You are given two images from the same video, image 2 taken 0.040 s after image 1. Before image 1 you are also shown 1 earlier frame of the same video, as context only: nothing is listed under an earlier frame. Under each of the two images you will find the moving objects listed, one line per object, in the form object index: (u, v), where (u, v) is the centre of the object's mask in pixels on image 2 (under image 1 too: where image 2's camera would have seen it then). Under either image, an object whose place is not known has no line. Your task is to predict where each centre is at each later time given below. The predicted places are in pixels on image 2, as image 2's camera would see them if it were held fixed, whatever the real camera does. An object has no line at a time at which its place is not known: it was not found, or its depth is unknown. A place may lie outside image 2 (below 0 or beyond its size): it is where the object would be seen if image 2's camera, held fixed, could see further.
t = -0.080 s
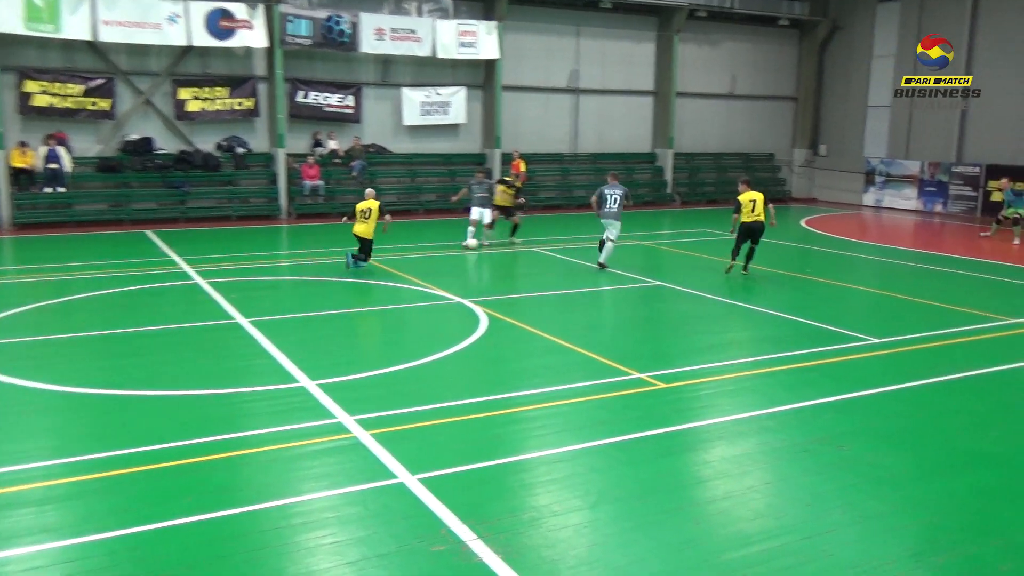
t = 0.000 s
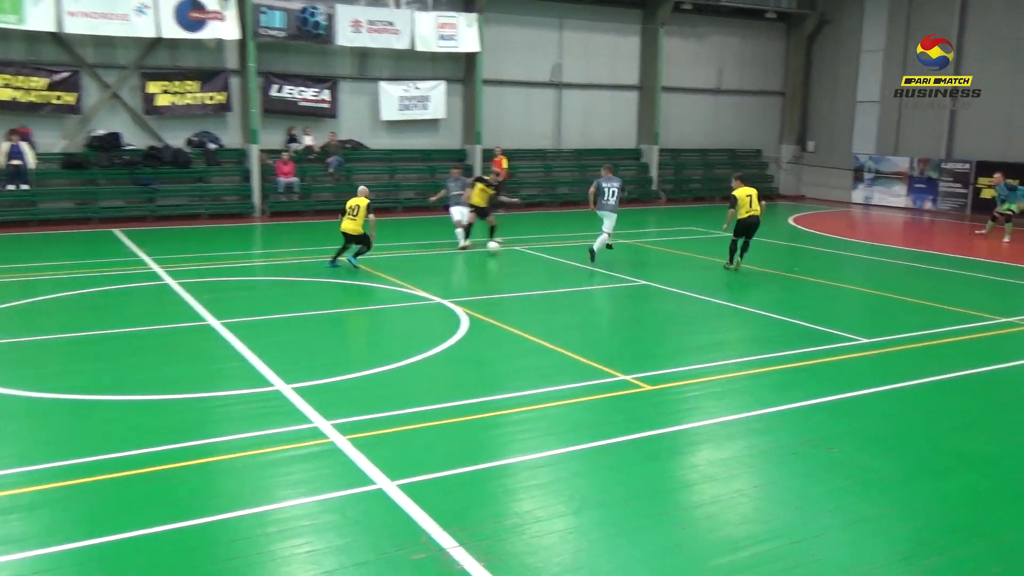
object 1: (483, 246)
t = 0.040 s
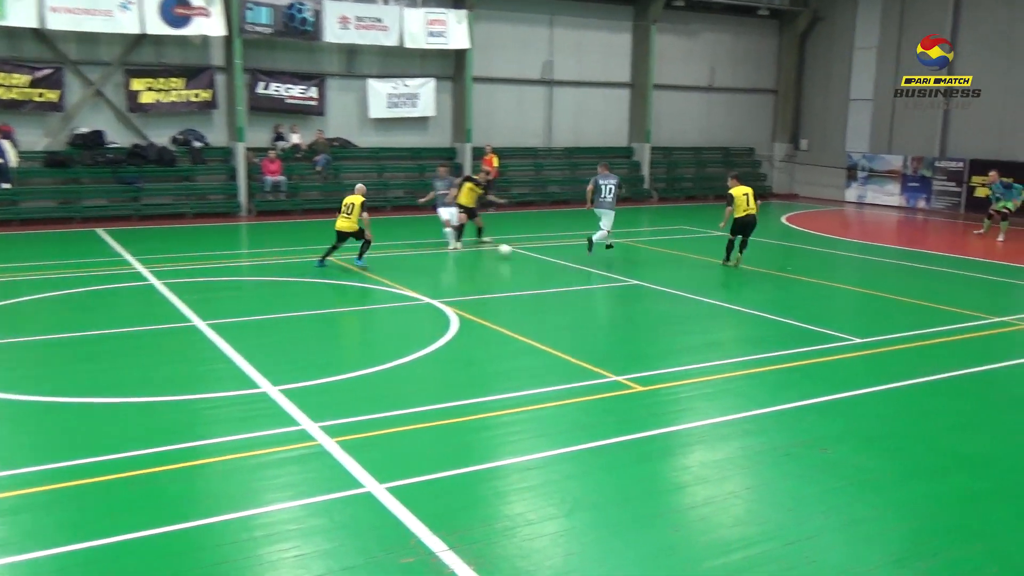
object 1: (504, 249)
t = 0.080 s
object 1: (527, 251)
